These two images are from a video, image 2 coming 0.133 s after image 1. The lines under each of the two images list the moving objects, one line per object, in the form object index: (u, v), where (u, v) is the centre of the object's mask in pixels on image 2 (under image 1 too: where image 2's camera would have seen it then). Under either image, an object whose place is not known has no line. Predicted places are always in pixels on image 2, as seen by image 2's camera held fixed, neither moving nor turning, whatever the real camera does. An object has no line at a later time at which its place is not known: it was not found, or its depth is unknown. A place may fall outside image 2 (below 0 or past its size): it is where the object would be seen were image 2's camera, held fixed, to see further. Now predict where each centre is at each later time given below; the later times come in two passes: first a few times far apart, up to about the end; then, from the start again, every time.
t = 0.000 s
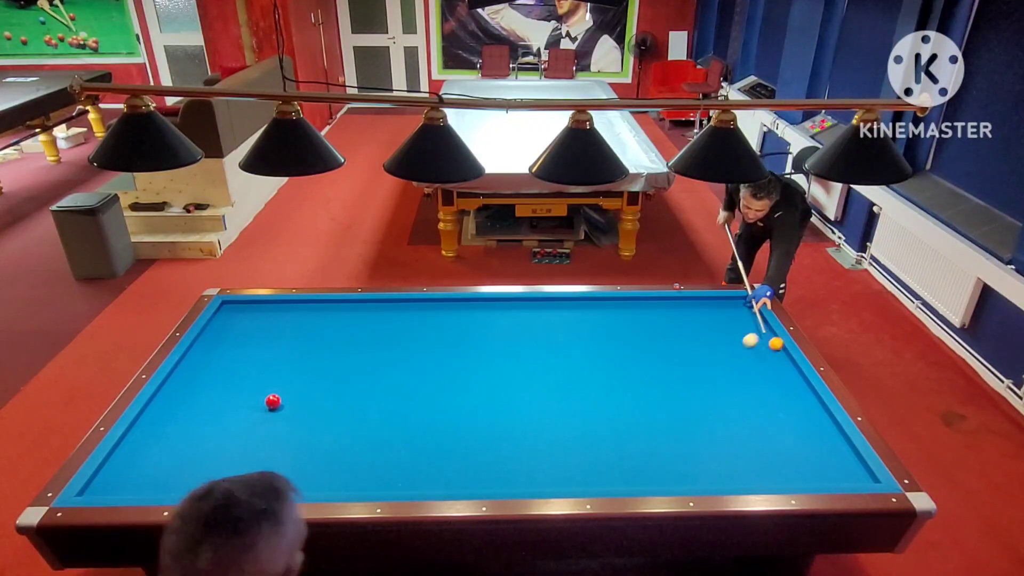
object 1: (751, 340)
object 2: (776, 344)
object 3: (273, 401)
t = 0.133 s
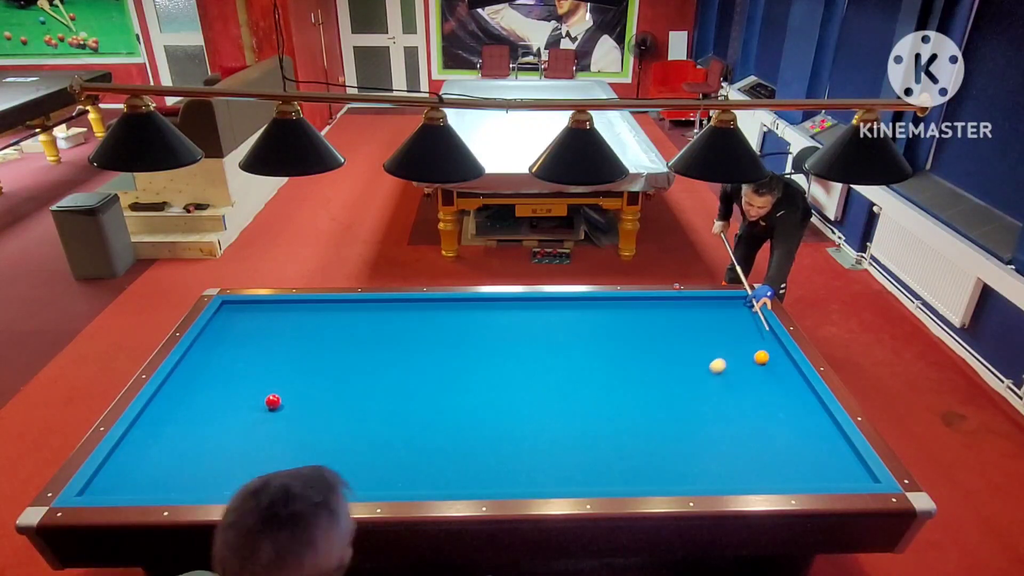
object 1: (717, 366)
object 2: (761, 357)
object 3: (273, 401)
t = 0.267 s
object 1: (687, 393)
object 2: (750, 370)
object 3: (273, 401)
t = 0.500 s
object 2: (729, 391)
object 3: (273, 401)
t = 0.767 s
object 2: (704, 419)
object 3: (273, 401)
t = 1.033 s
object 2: (675, 450)
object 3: (273, 401)
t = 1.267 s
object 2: (648, 478)
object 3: (273, 401)
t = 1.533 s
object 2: (599, 466)
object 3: (273, 401)
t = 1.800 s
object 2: (554, 449)
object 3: (273, 401)
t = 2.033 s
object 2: (516, 435)
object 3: (273, 401)
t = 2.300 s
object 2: (477, 421)
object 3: (273, 401)
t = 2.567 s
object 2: (440, 407)
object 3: (273, 401)
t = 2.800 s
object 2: (410, 396)
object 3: (273, 401)
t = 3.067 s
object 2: (378, 384)
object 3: (273, 401)
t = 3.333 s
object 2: (348, 373)
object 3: (273, 401)
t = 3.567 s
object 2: (324, 363)
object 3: (273, 401)
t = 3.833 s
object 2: (298, 354)
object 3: (273, 401)
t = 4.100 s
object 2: (273, 345)
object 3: (273, 401)
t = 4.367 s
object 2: (250, 336)
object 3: (273, 401)
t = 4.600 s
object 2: (231, 329)
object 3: (273, 401)
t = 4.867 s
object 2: (214, 321)
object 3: (273, 402)
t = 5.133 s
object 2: (234, 314)
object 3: (270, 404)
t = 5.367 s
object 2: (251, 307)
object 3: (267, 405)
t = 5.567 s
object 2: (263, 304)
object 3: (265, 407)
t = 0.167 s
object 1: (709, 373)
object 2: (758, 361)
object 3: (273, 401)
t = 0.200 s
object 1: (702, 379)
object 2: (756, 364)
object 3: (273, 401)
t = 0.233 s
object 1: (694, 386)
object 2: (753, 367)
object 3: (273, 401)
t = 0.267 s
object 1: (687, 393)
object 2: (750, 370)
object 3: (273, 401)
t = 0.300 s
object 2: (747, 373)
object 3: (273, 401)
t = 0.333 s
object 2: (744, 376)
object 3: (273, 401)
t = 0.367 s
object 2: (741, 379)
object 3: (273, 401)
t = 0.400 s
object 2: (738, 382)
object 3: (273, 401)
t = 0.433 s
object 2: (735, 385)
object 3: (273, 401)
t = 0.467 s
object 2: (732, 388)
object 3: (273, 401)
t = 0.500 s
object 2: (729, 391)
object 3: (273, 401)
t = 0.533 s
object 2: (726, 395)
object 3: (273, 401)
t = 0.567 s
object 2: (723, 399)
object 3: (273, 402)
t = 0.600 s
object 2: (720, 402)
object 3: (273, 401)
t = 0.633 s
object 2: (717, 405)
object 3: (273, 402)
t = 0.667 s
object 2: (714, 408)
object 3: (273, 402)
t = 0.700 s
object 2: (710, 412)
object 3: (273, 402)
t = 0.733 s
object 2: (707, 415)
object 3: (273, 401)
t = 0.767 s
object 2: (704, 419)
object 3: (273, 401)
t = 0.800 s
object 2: (700, 423)
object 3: (273, 401)
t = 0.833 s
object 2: (697, 427)
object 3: (273, 401)
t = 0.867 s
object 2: (693, 430)
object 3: (273, 401)
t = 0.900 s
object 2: (690, 434)
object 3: (273, 401)
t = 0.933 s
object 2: (686, 438)
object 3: (273, 401)
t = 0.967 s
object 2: (682, 442)
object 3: (273, 401)
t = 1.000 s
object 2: (679, 446)
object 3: (273, 401)
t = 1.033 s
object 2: (675, 450)
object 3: (273, 401)
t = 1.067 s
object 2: (671, 454)
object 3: (273, 401)
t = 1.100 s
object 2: (668, 457)
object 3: (273, 401)
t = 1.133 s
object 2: (664, 461)
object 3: (273, 401)
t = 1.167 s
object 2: (659, 466)
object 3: (273, 401)
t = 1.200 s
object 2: (656, 470)
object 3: (273, 401)
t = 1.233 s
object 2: (651, 474)
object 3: (273, 401)
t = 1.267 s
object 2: (648, 478)
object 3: (273, 401)
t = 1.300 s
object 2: (646, 482)
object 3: (273, 401)
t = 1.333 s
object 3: (273, 401)
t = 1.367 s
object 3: (273, 401)
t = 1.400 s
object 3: (273, 401)
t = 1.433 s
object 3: (273, 401)
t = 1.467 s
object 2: (605, 468)
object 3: (273, 401)
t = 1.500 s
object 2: (605, 468)
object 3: (273, 401)
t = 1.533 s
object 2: (599, 466)
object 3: (273, 401)
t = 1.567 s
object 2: (594, 464)
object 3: (273, 401)
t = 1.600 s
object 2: (588, 462)
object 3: (273, 401)
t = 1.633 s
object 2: (582, 459)
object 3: (273, 401)
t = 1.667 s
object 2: (576, 457)
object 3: (273, 401)
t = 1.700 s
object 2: (570, 455)
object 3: (273, 401)
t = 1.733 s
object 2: (564, 453)
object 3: (273, 401)
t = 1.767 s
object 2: (559, 451)
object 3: (273, 401)
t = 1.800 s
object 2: (554, 449)
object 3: (273, 401)
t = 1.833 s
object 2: (548, 447)
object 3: (273, 401)
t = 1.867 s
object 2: (543, 445)
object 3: (273, 401)
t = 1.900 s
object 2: (537, 443)
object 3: (273, 401)
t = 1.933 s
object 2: (532, 441)
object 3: (273, 401)
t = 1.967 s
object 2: (527, 439)
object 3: (273, 401)
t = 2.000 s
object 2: (522, 437)
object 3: (273, 401)
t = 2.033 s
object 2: (516, 435)
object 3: (273, 401)
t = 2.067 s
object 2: (511, 433)
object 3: (273, 401)
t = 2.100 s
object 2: (506, 432)
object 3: (273, 401)
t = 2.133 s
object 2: (501, 430)
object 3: (273, 401)
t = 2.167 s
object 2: (496, 428)
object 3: (273, 401)
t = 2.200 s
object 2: (491, 426)
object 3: (273, 401)
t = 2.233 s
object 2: (486, 424)
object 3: (273, 401)
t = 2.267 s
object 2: (482, 422)
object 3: (273, 401)
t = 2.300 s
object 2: (477, 421)
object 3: (273, 401)
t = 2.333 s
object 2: (472, 419)
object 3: (273, 401)
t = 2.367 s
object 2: (467, 417)
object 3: (273, 401)
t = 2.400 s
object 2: (463, 416)
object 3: (273, 401)
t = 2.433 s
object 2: (458, 414)
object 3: (273, 401)
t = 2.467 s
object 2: (453, 412)
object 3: (273, 401)
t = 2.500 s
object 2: (449, 410)
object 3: (273, 401)
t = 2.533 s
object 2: (444, 409)
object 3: (273, 401)
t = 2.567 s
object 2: (440, 407)
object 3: (273, 401)
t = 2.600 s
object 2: (436, 405)
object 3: (273, 401)
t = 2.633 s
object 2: (431, 404)
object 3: (273, 401)
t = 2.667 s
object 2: (427, 402)
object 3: (273, 401)
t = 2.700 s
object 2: (423, 400)
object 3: (273, 401)
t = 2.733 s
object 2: (418, 399)
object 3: (273, 401)
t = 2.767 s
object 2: (414, 398)
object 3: (273, 401)
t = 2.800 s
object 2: (410, 396)
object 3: (273, 401)
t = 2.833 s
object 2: (406, 394)
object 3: (273, 401)
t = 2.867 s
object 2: (402, 393)
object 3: (273, 401)
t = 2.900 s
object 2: (398, 391)
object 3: (273, 401)
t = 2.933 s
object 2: (394, 390)
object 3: (273, 401)
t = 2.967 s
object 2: (390, 388)
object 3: (273, 401)
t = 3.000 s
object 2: (386, 387)
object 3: (273, 401)
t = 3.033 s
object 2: (382, 385)
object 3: (273, 401)
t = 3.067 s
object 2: (378, 384)
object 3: (273, 401)
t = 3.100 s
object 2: (374, 382)
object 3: (273, 401)
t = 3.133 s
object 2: (370, 381)
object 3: (273, 401)
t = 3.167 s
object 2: (367, 379)
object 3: (273, 401)
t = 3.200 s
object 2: (363, 378)
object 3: (273, 401)
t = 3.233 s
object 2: (359, 377)
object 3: (273, 401)
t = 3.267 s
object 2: (356, 375)
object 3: (273, 401)
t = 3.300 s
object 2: (352, 374)
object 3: (273, 401)
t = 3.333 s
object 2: (348, 373)
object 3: (273, 401)
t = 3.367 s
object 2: (345, 371)
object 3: (273, 401)
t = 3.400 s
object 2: (341, 370)
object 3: (273, 401)
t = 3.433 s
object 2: (338, 369)
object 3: (273, 401)
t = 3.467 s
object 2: (334, 367)
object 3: (273, 401)
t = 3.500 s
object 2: (331, 366)
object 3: (273, 401)
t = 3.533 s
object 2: (328, 365)
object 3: (273, 401)
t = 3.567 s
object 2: (324, 363)
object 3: (273, 401)
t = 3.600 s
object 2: (321, 362)
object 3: (273, 401)
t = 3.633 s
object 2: (317, 361)
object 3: (273, 401)
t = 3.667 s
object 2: (314, 360)
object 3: (273, 401)
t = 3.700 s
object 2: (311, 359)
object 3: (273, 401)
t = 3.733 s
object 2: (308, 357)
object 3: (273, 401)
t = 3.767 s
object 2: (304, 356)
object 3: (273, 401)
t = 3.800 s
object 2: (301, 355)
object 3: (273, 401)
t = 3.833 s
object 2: (298, 354)
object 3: (273, 401)
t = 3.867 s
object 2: (295, 353)
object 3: (273, 401)
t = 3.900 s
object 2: (292, 351)
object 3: (273, 401)
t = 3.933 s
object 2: (289, 350)
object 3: (273, 401)
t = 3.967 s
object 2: (286, 349)
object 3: (273, 401)
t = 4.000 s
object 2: (282, 348)
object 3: (273, 401)
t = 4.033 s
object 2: (280, 347)
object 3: (273, 401)
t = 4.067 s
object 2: (277, 346)
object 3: (273, 401)
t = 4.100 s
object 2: (273, 345)
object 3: (273, 401)
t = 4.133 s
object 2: (271, 343)
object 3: (273, 401)
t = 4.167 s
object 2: (268, 342)
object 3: (273, 401)
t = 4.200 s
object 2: (265, 341)
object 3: (273, 401)
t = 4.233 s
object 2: (262, 340)
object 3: (273, 401)
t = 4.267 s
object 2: (259, 339)
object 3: (273, 401)
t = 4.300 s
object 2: (256, 338)
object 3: (273, 401)
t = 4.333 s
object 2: (253, 337)
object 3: (273, 401)
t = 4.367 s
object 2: (250, 336)
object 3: (273, 401)
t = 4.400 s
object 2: (247, 335)
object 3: (273, 401)
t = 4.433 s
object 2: (245, 334)
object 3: (273, 401)
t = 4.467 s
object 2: (242, 333)
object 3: (273, 401)
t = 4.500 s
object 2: (239, 332)
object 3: (273, 401)
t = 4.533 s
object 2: (237, 331)
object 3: (273, 401)
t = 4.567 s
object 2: (234, 330)
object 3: (273, 401)
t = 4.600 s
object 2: (231, 329)
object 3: (273, 401)
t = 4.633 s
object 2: (229, 328)
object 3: (273, 402)
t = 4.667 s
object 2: (226, 327)
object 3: (273, 401)
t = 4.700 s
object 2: (223, 326)
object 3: (273, 401)
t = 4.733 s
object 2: (221, 325)
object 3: (273, 402)
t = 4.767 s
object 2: (218, 324)
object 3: (273, 402)
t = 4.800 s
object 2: (216, 323)
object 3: (273, 402)
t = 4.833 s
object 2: (213, 322)
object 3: (273, 402)
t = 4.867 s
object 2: (214, 321)
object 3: (273, 402)
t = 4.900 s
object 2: (217, 320)
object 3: (272, 402)
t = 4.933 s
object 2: (220, 319)
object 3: (272, 402)
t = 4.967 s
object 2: (222, 318)
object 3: (271, 402)
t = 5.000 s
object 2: (225, 317)
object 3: (271, 403)
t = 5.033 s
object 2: (227, 316)
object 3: (271, 403)
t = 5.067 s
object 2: (230, 315)
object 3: (270, 403)
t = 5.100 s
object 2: (232, 315)
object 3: (270, 404)
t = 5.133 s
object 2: (234, 314)
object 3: (270, 404)
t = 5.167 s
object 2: (237, 313)
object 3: (269, 404)
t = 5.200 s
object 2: (239, 312)
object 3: (269, 404)
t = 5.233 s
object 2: (241, 311)
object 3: (269, 404)
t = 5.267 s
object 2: (244, 310)
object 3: (268, 405)
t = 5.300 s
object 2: (246, 309)
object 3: (268, 405)
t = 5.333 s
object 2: (248, 308)
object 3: (268, 405)
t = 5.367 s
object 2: (251, 307)
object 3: (267, 405)
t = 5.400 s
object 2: (253, 307)
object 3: (267, 406)
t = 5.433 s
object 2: (255, 306)
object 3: (267, 406)
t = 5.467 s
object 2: (257, 305)
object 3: (266, 406)
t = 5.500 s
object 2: (259, 304)
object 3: (266, 406)
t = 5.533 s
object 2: (261, 303)
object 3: (266, 406)
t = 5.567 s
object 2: (263, 304)
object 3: (265, 407)
